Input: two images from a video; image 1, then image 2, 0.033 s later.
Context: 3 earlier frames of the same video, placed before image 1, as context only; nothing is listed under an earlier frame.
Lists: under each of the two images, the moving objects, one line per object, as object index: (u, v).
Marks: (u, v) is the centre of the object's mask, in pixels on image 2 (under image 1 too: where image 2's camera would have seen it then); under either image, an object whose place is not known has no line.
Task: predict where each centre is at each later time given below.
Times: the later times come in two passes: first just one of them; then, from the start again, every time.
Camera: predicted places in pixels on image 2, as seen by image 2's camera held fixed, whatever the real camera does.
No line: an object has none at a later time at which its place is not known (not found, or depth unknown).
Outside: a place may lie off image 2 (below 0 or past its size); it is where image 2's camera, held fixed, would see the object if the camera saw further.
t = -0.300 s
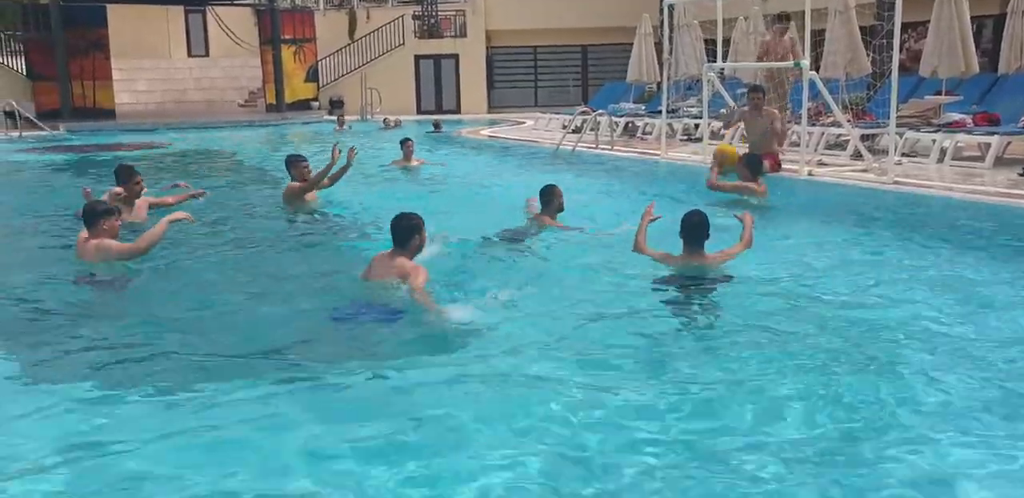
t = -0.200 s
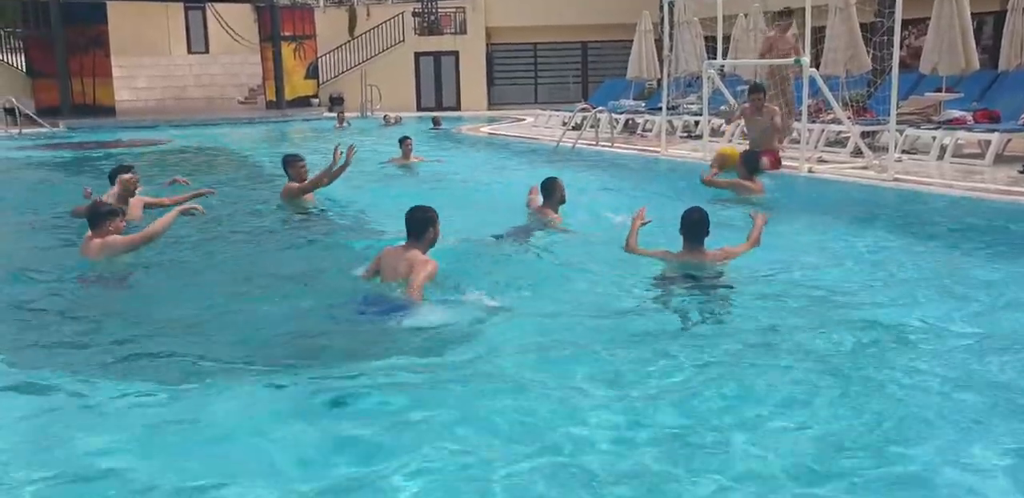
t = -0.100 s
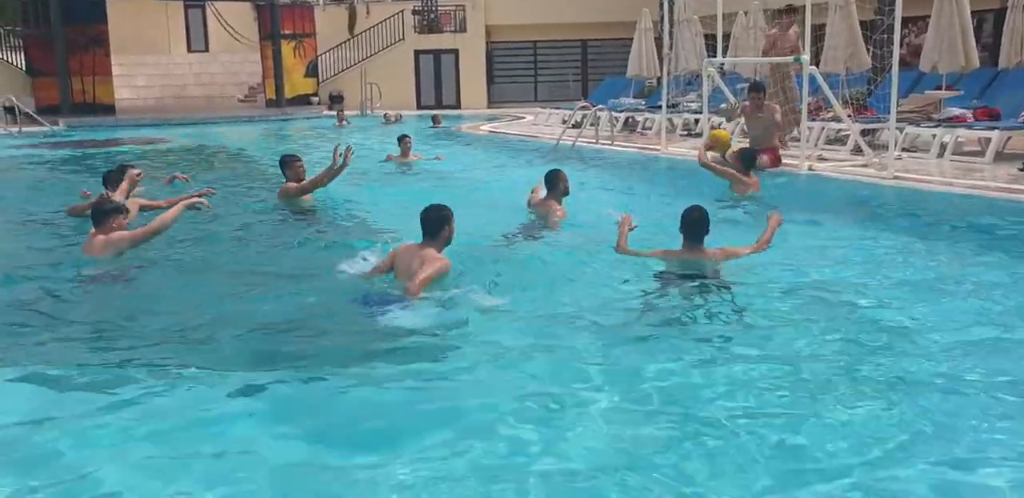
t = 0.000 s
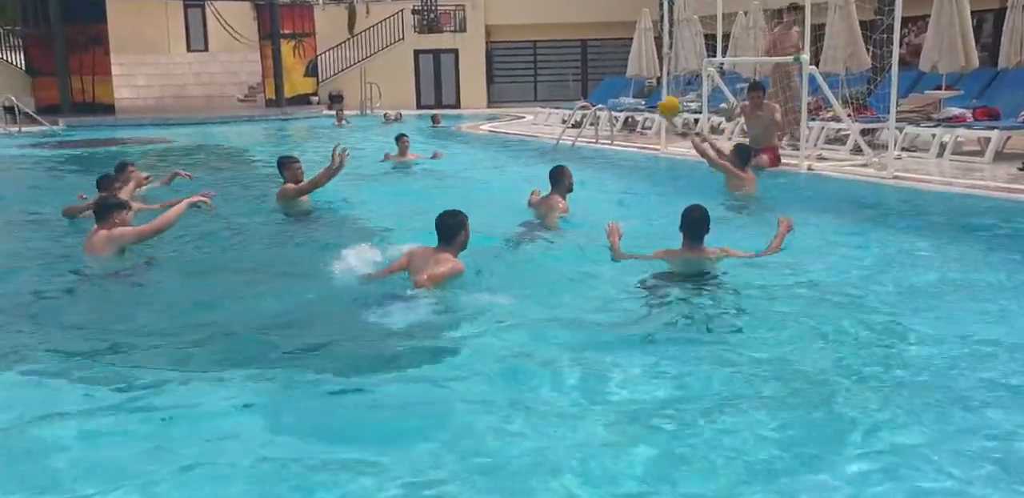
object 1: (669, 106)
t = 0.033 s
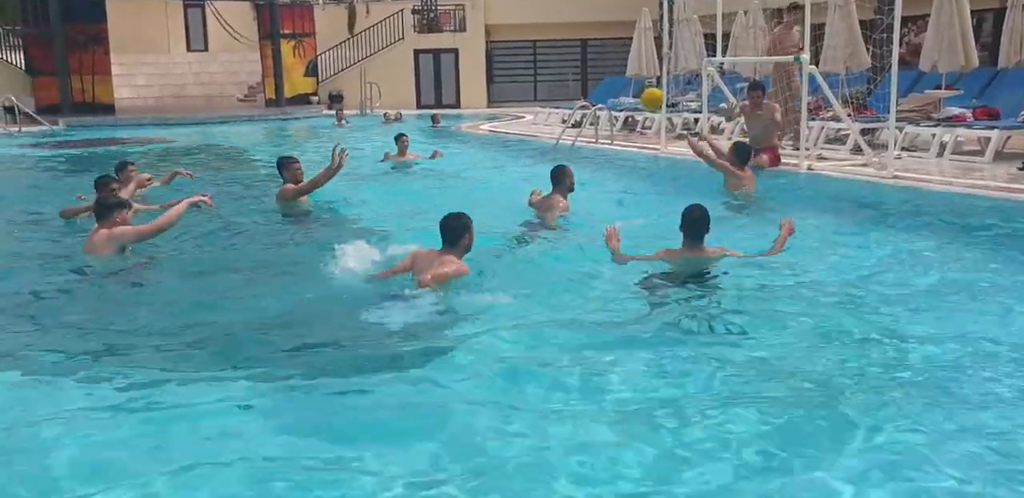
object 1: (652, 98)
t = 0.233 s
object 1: (562, 76)
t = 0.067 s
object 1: (636, 91)
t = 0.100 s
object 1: (620, 86)
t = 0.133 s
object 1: (604, 81)
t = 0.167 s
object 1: (590, 79)
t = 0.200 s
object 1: (575, 77)
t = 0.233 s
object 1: (562, 76)
